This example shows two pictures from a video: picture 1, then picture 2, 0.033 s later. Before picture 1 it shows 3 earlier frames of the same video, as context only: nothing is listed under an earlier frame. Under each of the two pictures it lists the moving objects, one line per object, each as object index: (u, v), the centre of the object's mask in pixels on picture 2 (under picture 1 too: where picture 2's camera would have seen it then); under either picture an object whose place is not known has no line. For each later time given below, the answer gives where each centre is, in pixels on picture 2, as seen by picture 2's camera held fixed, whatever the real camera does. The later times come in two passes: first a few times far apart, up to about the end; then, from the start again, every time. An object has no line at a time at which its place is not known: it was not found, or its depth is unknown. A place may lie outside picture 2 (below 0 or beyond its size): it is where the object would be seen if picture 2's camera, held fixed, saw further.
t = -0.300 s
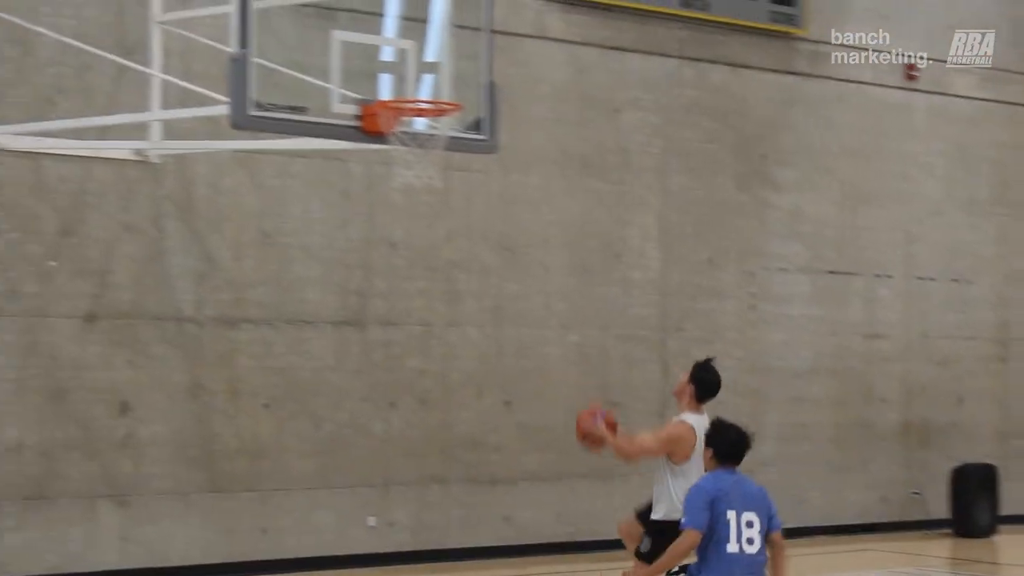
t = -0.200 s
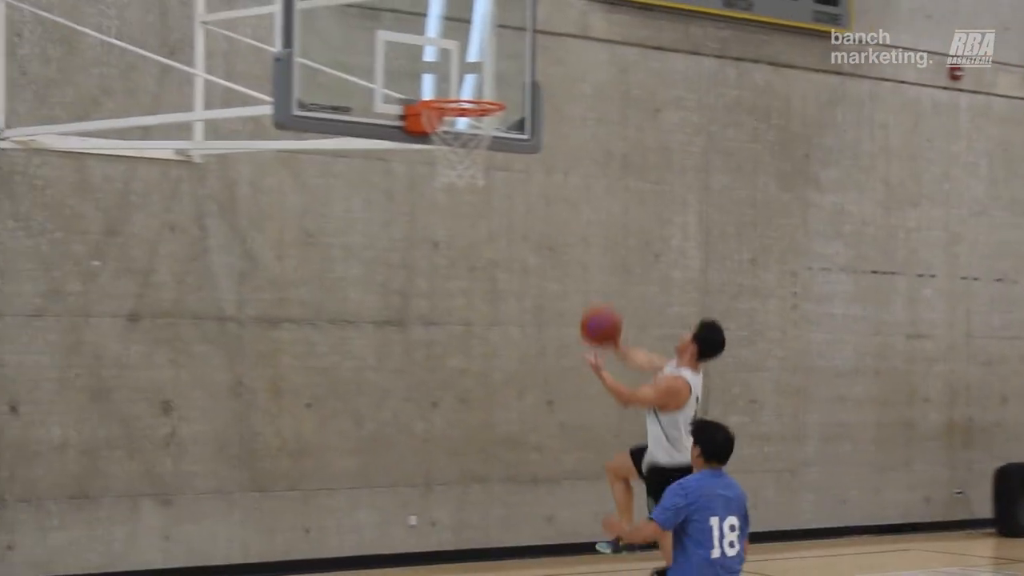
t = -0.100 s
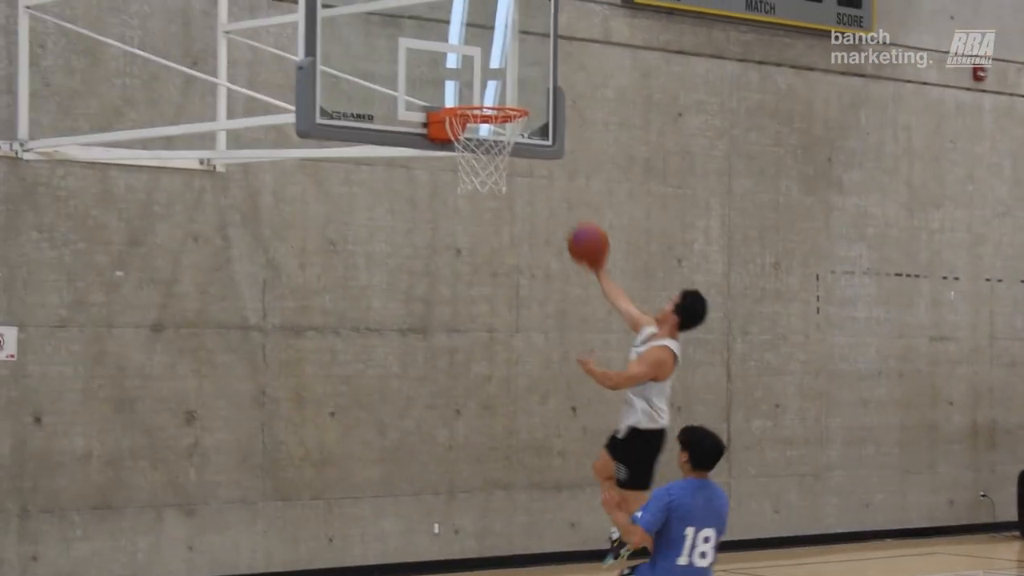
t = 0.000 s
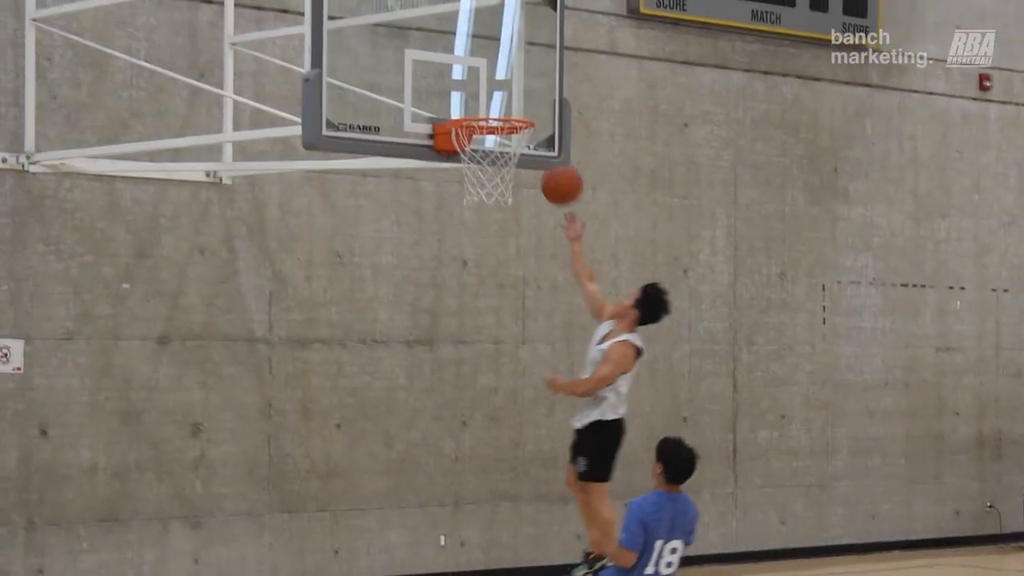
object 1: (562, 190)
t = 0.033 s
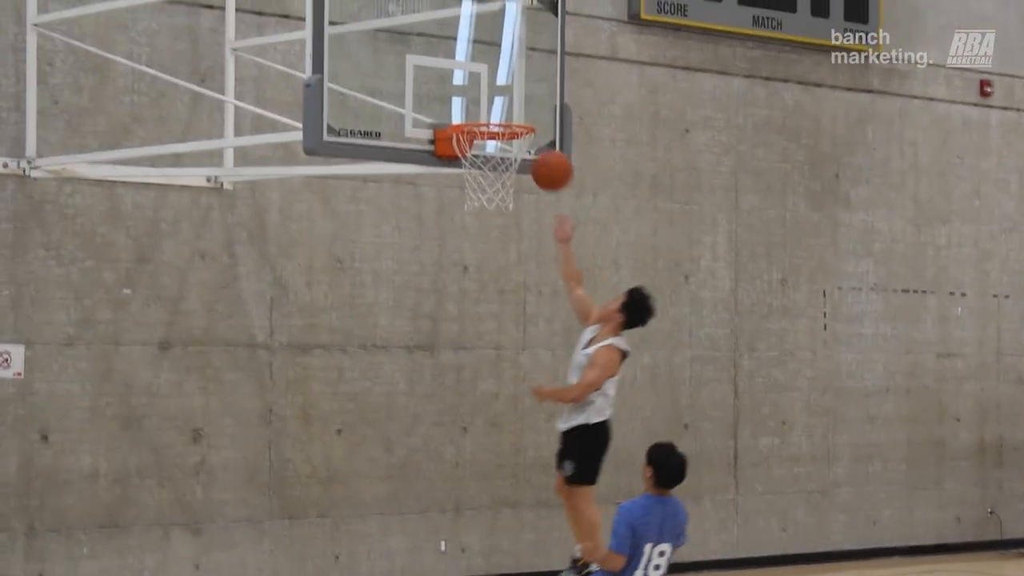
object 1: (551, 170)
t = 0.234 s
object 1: (503, 94)
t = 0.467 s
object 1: (500, 100)
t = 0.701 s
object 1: (493, 195)
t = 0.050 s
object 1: (546, 161)
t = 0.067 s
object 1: (543, 153)
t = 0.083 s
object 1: (541, 145)
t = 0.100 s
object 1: (537, 134)
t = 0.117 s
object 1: (530, 123)
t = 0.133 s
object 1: (521, 114)
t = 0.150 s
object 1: (515, 110)
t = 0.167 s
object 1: (508, 107)
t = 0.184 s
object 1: (504, 104)
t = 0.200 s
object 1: (504, 100)
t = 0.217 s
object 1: (504, 96)
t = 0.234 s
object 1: (503, 94)
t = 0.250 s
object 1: (503, 91)
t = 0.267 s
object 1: (503, 89)
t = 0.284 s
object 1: (503, 88)
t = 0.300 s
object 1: (502, 86)
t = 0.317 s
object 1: (502, 86)
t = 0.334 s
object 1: (502, 85)
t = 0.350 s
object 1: (502, 86)
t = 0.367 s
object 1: (501, 86)
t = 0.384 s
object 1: (501, 87)
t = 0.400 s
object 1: (501, 89)
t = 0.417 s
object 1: (500, 91)
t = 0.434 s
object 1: (500, 94)
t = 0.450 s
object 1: (500, 97)
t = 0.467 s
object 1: (500, 100)
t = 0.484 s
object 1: (500, 104)
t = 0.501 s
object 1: (499, 107)
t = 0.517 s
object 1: (499, 110)
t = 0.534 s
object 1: (499, 113)
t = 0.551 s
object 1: (499, 125)
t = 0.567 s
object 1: (499, 132)
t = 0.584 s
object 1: (499, 140)
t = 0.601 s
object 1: (498, 148)
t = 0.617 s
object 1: (496, 153)
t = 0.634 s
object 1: (496, 162)
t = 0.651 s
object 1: (495, 170)
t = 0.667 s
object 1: (495, 177)
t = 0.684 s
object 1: (493, 187)
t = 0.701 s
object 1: (493, 195)
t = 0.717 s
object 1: (492, 204)
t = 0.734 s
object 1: (491, 214)
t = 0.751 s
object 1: (491, 223)
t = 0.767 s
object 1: (490, 234)
